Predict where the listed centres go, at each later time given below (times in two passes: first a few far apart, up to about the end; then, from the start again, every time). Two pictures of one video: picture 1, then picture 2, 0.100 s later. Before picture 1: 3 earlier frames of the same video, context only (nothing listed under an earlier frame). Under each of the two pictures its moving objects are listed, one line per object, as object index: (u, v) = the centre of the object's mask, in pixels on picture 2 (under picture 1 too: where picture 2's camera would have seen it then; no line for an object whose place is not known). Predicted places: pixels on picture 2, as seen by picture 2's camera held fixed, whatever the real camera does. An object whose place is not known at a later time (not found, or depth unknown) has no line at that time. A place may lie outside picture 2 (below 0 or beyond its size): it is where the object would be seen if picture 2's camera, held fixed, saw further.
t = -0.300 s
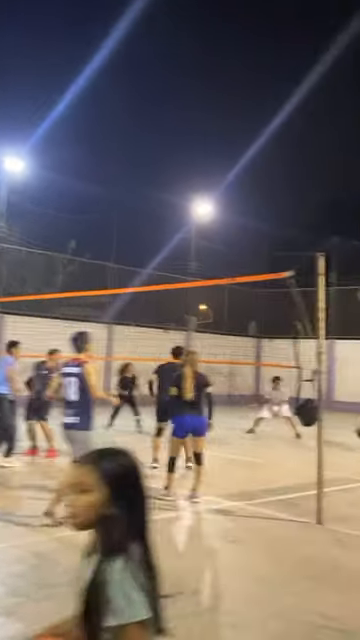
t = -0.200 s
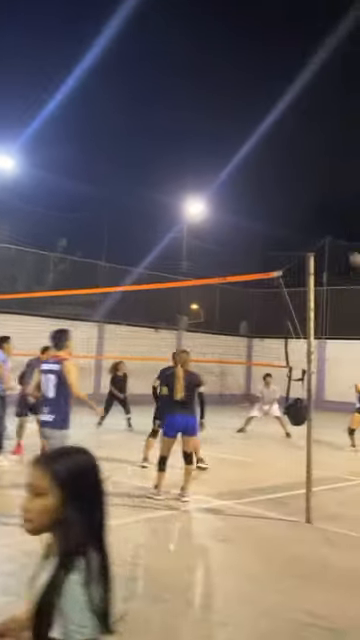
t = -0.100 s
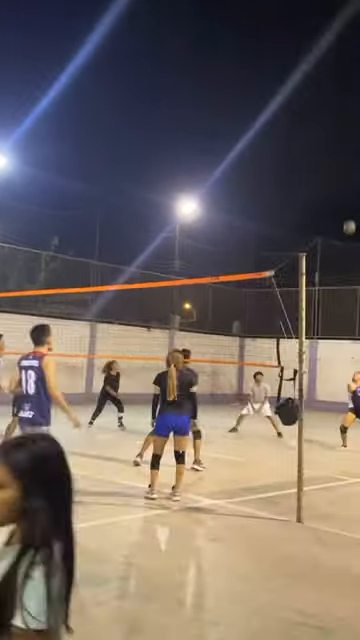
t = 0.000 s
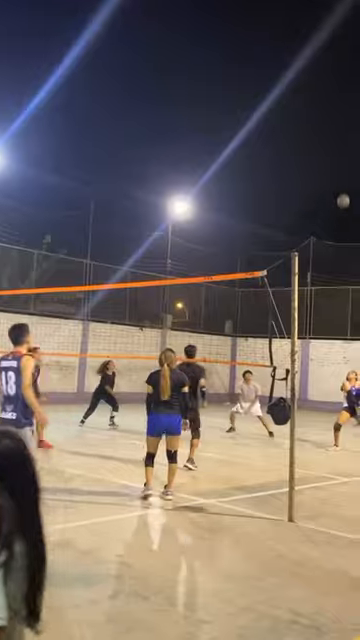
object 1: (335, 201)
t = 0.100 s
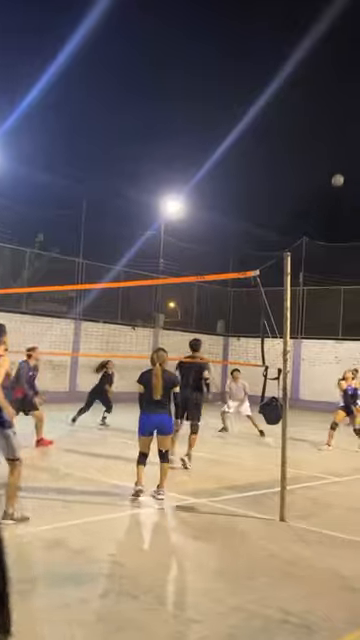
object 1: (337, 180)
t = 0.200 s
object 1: (339, 165)
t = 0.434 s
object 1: (342, 149)
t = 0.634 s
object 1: (343, 156)
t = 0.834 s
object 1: (343, 183)
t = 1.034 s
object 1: (341, 228)
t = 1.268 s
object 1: (338, 301)
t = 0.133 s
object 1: (338, 174)
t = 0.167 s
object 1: (338, 169)
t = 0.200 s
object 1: (339, 165)
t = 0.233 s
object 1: (339, 161)
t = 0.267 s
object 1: (340, 157)
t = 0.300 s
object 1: (340, 154)
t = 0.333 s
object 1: (340, 152)
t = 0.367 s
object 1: (341, 151)
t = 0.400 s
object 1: (342, 149)
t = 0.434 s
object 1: (342, 149)
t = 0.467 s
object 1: (342, 148)
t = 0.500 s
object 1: (343, 149)
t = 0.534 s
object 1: (343, 150)
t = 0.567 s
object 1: (343, 152)
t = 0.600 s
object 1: (343, 153)
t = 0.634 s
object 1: (343, 156)
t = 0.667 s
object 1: (343, 160)
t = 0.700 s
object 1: (343, 163)
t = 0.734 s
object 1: (343, 168)
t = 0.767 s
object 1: (343, 172)
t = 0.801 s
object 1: (343, 177)
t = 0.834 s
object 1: (343, 183)
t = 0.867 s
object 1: (343, 189)
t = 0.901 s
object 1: (343, 196)
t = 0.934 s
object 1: (342, 203)
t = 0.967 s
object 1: (342, 211)
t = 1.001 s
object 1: (342, 219)
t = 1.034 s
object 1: (341, 228)
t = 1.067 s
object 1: (341, 236)
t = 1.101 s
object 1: (341, 246)
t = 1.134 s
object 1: (340, 256)
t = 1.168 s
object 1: (340, 267)
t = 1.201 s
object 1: (339, 277)
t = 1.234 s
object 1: (339, 289)
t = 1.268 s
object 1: (338, 301)
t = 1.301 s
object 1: (336, 313)
